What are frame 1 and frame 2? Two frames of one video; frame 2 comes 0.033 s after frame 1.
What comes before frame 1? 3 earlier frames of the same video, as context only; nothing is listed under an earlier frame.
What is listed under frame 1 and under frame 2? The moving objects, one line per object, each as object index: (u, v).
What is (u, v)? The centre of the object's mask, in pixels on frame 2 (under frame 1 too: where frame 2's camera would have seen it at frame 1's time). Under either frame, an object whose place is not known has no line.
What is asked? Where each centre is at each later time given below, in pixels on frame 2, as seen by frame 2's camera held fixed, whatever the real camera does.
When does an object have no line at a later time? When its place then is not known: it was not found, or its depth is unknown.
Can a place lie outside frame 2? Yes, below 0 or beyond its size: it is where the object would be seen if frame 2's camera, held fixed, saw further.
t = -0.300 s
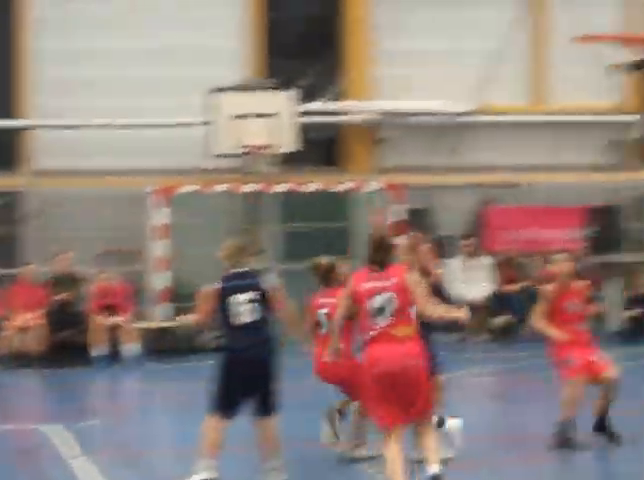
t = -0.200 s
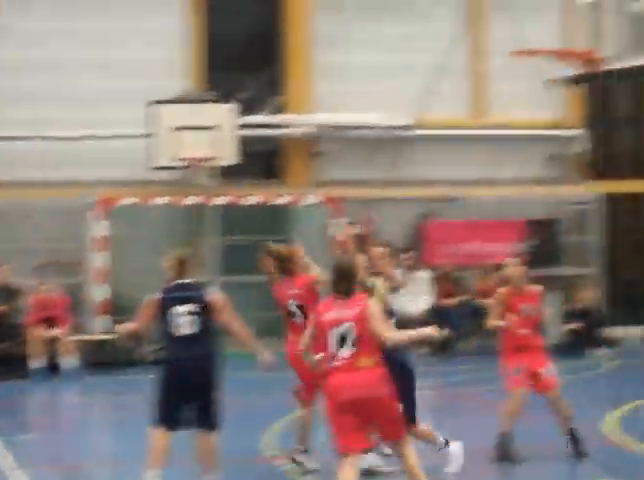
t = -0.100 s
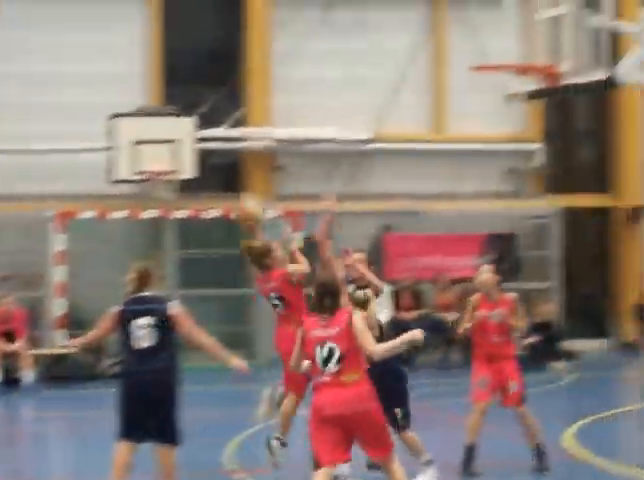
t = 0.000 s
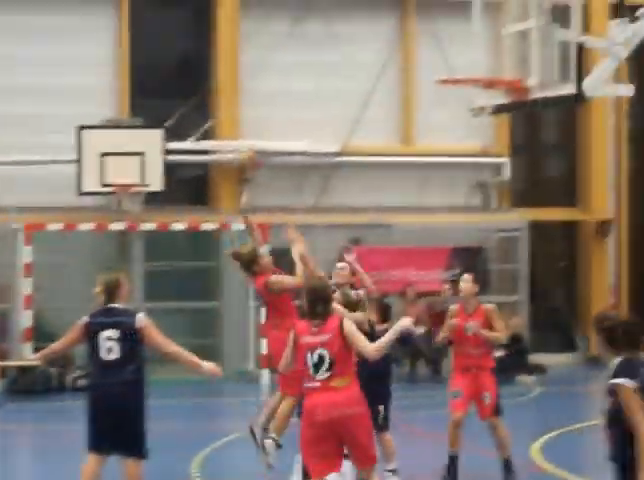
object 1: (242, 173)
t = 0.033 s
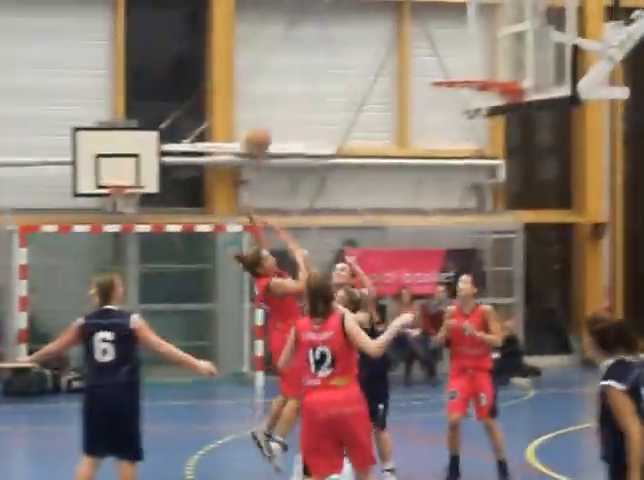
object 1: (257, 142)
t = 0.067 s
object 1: (268, 123)
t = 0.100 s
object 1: (279, 107)
